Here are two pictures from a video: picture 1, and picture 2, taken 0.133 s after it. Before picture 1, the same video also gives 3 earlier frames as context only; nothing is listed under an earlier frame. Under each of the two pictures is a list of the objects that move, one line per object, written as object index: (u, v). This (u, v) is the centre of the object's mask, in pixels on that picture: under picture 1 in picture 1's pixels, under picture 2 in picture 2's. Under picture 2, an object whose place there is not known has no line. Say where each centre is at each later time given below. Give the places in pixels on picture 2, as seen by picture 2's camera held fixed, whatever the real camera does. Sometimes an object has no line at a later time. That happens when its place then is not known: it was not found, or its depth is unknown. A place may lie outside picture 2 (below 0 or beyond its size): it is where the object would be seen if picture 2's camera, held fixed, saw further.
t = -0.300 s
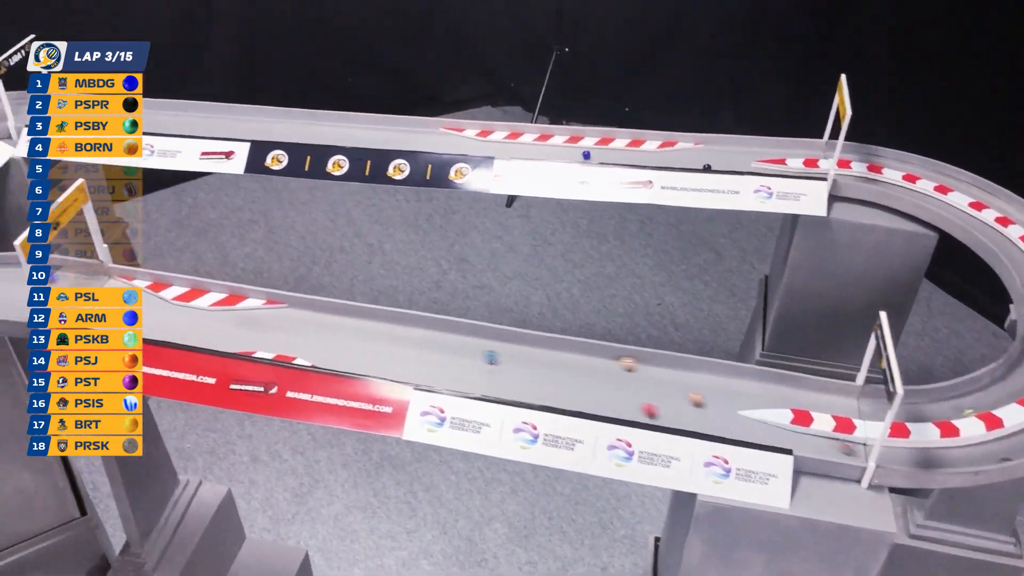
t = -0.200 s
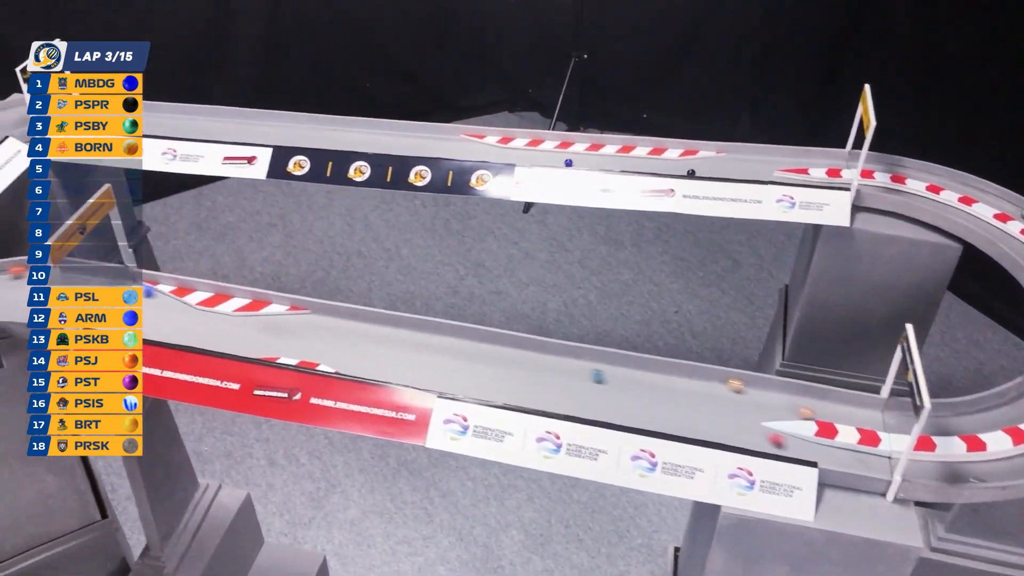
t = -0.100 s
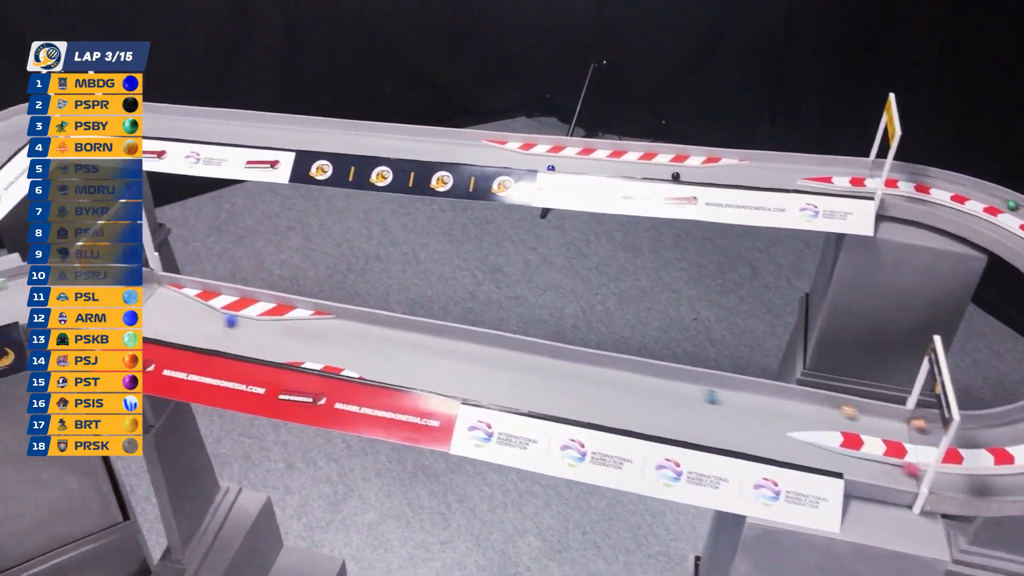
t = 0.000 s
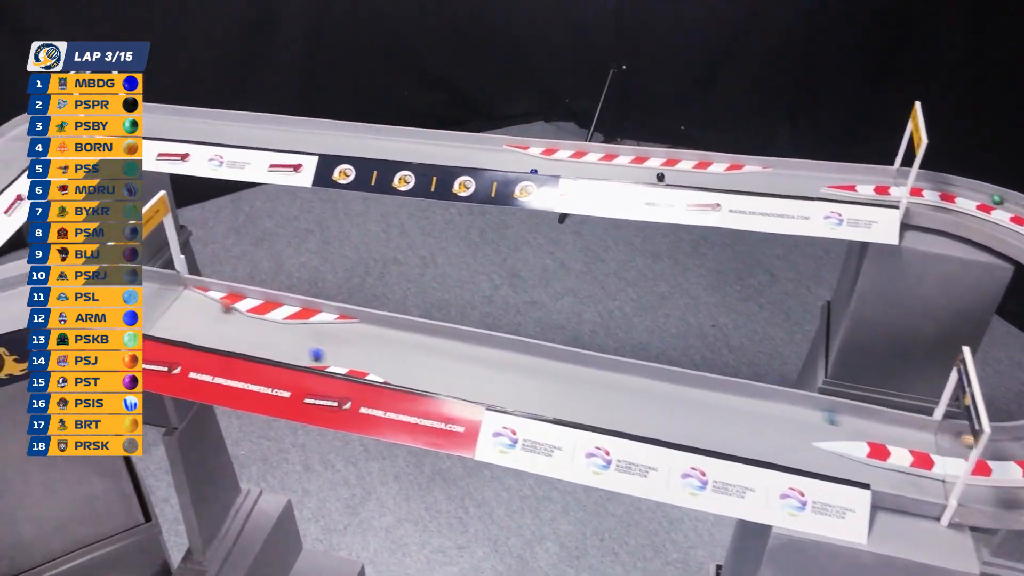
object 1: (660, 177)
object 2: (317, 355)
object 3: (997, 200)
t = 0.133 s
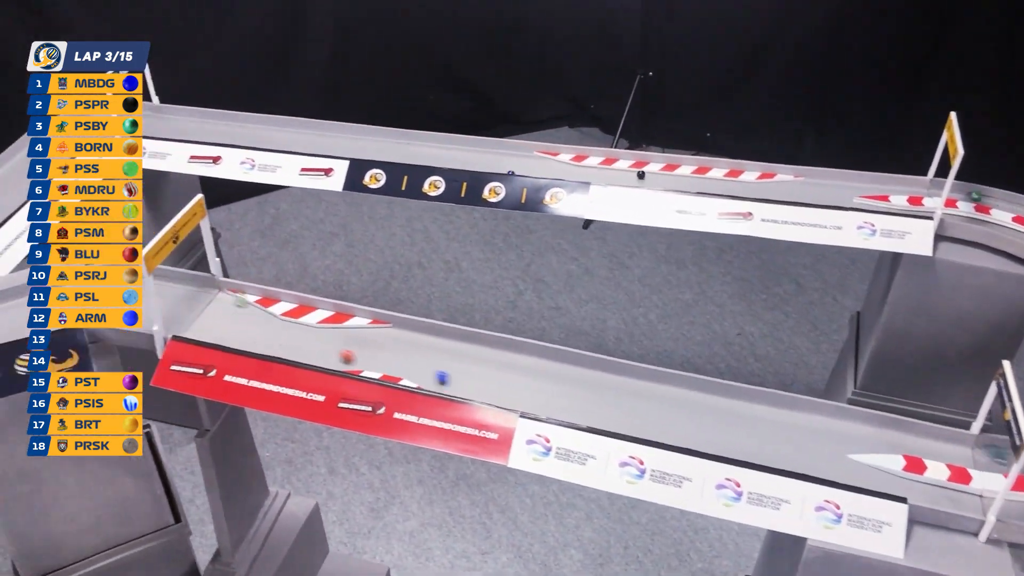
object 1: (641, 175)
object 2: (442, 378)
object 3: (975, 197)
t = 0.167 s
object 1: (628, 172)
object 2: (466, 383)
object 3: (960, 194)
